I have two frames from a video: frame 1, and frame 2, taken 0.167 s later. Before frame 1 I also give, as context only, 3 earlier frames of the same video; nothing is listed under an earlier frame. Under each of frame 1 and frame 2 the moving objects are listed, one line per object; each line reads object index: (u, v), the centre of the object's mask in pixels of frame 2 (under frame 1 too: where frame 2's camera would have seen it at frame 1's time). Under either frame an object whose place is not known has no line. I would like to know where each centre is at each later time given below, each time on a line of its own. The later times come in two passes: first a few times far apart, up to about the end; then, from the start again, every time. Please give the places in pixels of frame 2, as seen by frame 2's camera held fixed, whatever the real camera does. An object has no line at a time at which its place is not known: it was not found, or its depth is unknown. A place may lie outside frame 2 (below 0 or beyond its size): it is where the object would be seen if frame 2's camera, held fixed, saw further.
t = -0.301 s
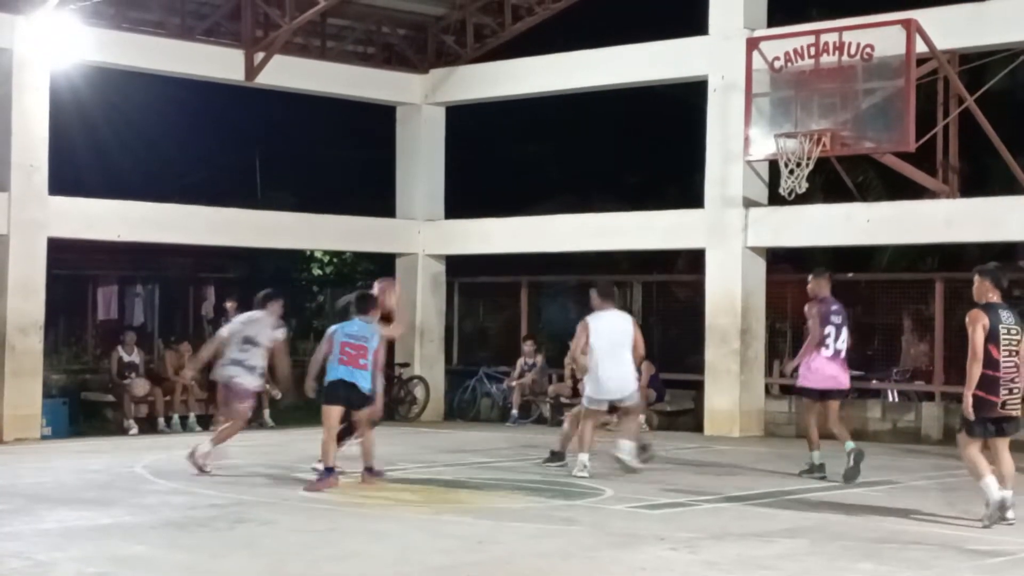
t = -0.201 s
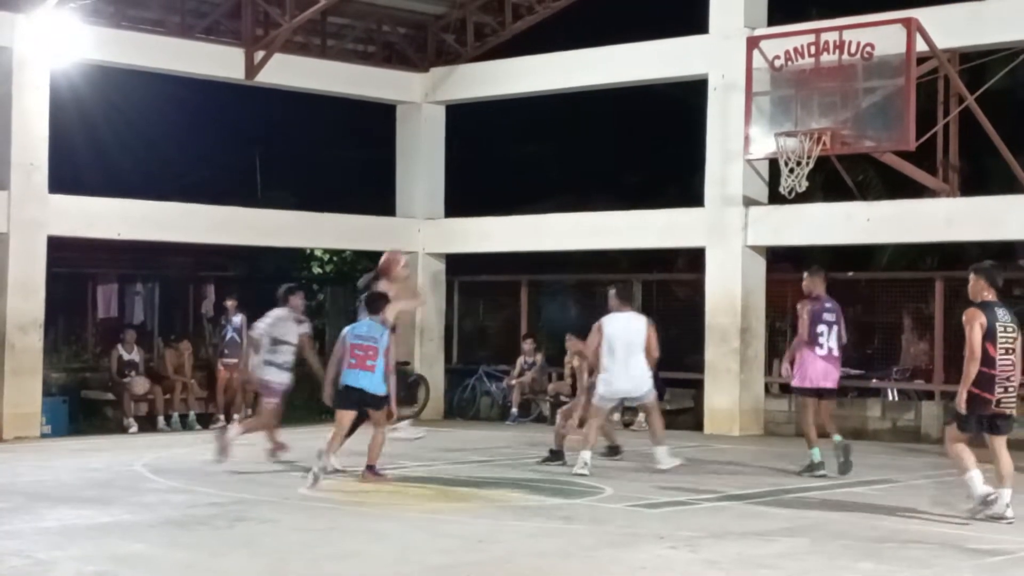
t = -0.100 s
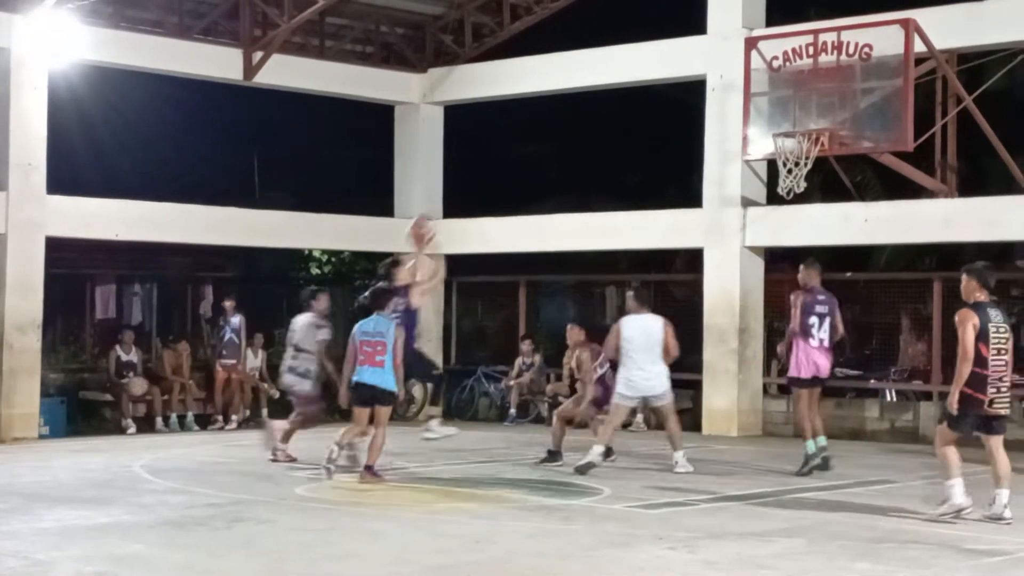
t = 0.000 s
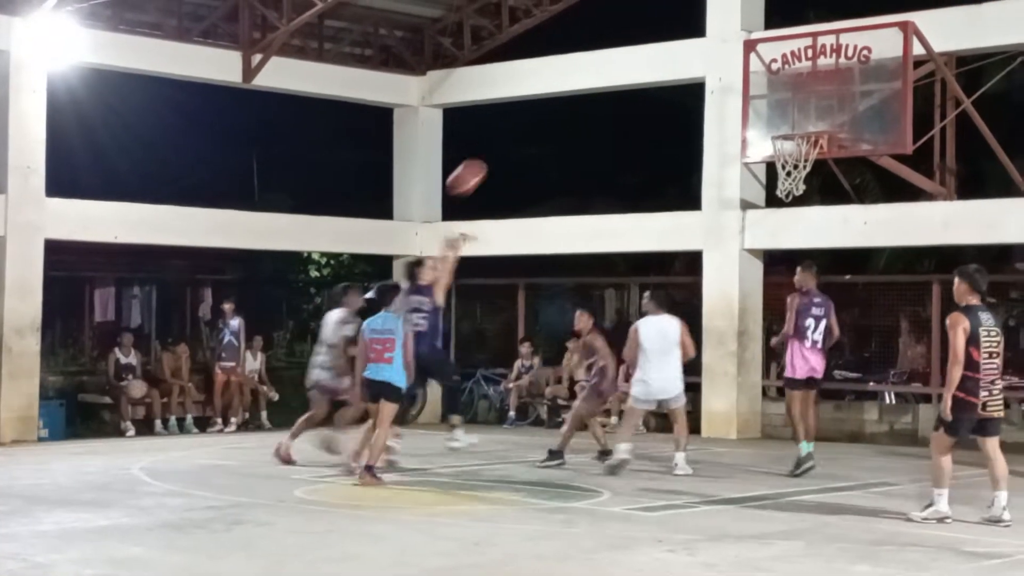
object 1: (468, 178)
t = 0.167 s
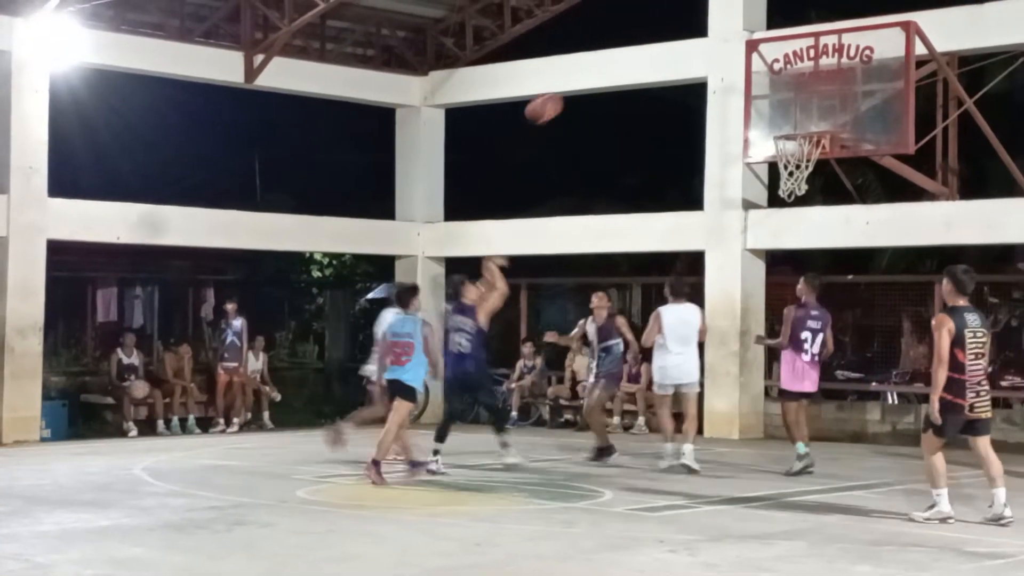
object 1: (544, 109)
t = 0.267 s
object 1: (587, 82)
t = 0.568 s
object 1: (708, 66)
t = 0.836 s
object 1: (798, 126)
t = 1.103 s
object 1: (750, 75)
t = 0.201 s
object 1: (558, 99)
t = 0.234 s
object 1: (572, 90)
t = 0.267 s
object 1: (587, 82)
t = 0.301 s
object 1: (601, 74)
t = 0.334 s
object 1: (616, 69)
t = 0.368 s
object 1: (630, 65)
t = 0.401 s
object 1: (643, 62)
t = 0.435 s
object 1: (657, 61)
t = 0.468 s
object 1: (669, 60)
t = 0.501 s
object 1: (683, 61)
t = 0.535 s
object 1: (695, 63)
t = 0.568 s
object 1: (708, 66)
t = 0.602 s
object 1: (720, 70)
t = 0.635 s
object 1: (732, 75)
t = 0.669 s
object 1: (744, 83)
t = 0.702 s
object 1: (758, 90)
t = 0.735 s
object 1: (769, 97)
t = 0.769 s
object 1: (781, 107)
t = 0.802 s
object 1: (796, 121)
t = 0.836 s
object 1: (798, 126)
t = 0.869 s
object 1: (794, 121)
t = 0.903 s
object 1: (786, 107)
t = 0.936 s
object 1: (780, 102)
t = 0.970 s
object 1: (775, 93)
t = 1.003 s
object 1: (768, 86)
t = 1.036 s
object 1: (762, 81)
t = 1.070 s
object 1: (756, 77)
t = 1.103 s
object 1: (750, 75)
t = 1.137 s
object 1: (743, 73)
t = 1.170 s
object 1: (736, 72)
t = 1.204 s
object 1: (731, 73)
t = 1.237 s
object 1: (725, 74)
